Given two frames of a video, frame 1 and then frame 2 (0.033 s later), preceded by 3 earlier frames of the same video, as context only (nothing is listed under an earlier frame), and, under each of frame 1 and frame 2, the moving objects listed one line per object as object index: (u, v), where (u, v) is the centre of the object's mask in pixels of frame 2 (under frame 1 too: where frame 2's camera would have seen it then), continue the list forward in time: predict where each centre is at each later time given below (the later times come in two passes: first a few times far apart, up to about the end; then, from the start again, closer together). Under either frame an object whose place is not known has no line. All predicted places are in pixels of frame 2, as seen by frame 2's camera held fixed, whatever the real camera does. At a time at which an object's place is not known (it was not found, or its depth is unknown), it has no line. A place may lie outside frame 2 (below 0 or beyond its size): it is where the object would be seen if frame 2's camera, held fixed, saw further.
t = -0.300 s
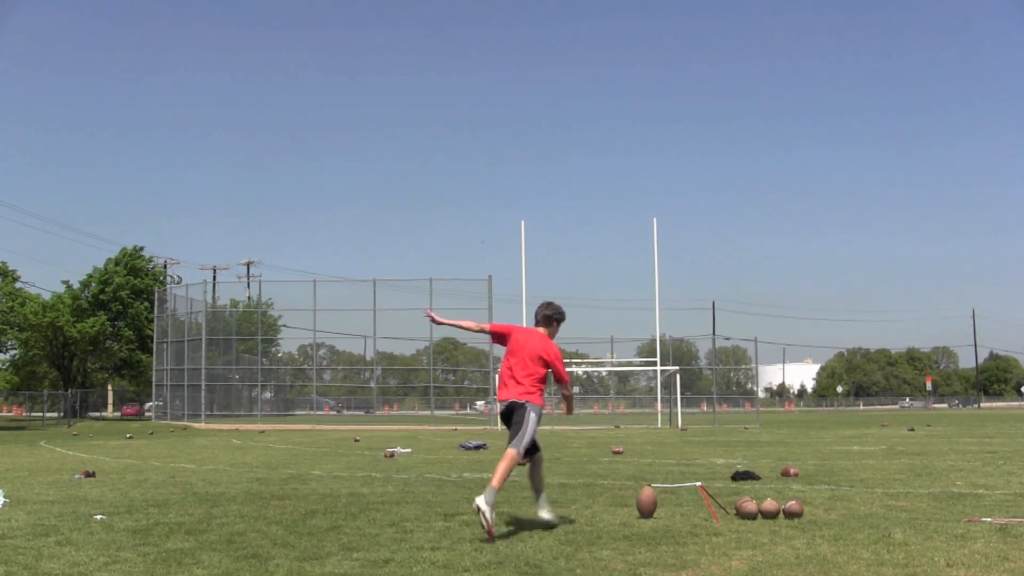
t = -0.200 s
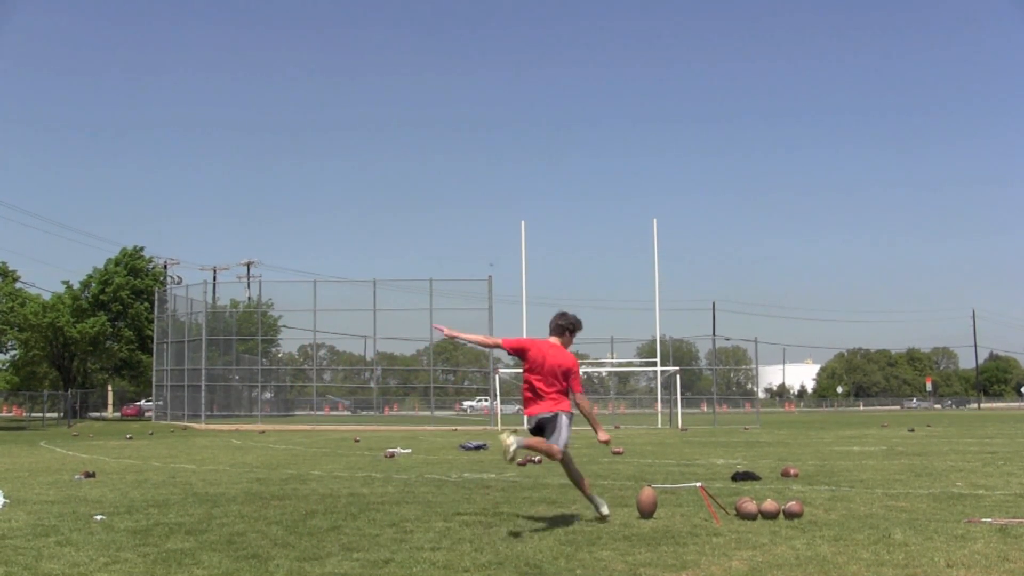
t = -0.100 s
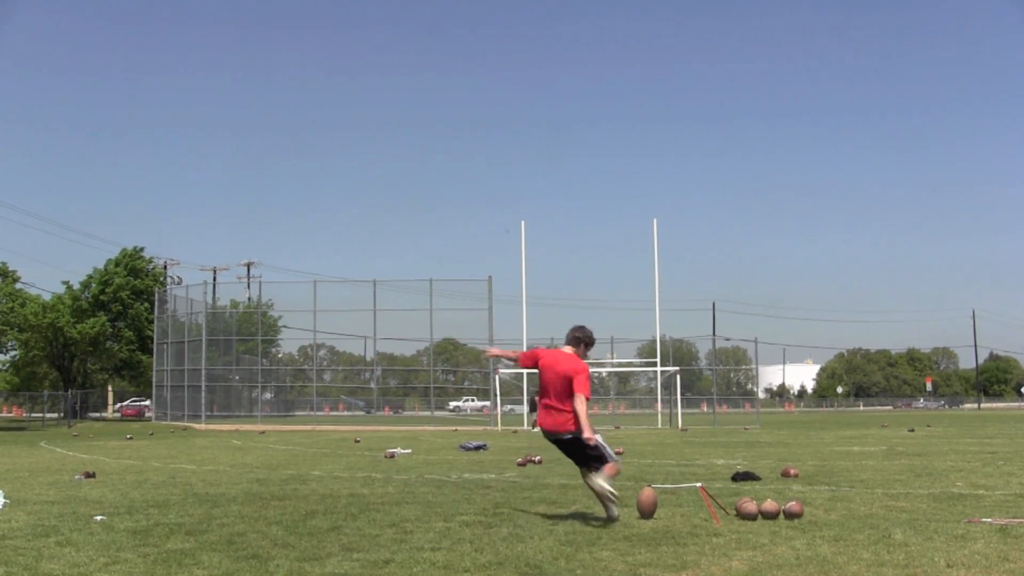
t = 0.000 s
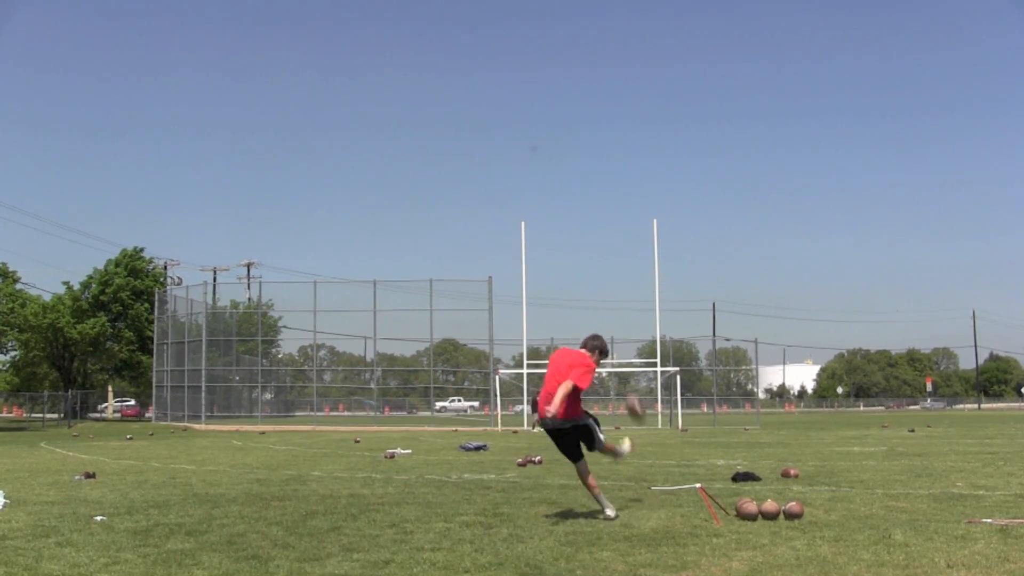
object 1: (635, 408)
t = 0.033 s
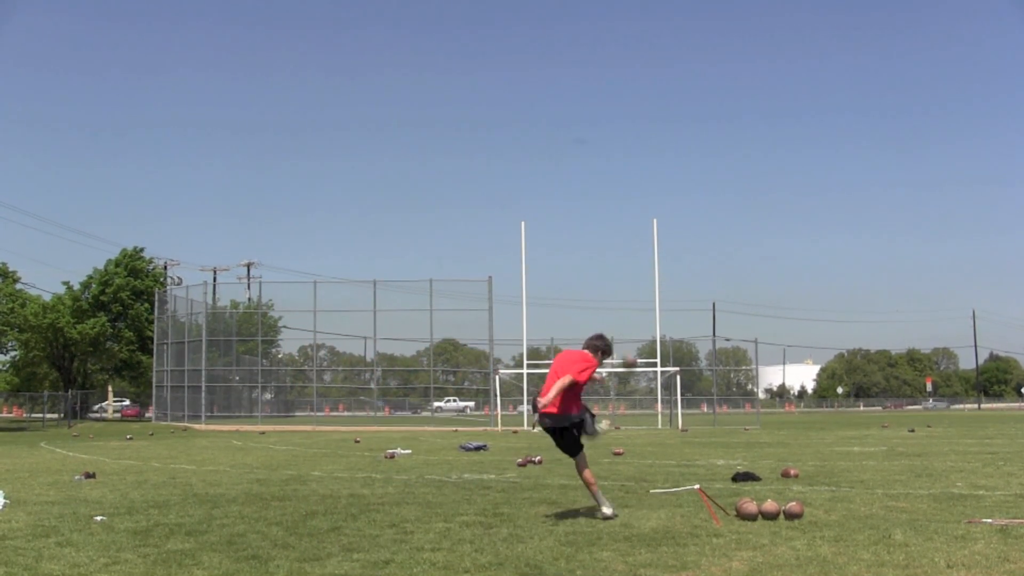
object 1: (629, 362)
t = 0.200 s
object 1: (607, 213)
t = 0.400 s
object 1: (594, 125)
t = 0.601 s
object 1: (586, 82)
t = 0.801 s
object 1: (580, 63)
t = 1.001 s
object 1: (574, 59)
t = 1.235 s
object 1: (565, 69)
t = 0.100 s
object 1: (618, 290)
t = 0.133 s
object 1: (614, 260)
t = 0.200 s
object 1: (607, 213)
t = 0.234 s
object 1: (604, 194)
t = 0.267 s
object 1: (602, 177)
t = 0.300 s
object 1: (600, 162)
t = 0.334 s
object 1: (597, 148)
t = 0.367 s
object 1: (596, 136)
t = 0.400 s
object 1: (594, 125)
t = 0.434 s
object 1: (592, 115)
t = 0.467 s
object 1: (591, 107)
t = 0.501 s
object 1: (590, 100)
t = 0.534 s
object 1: (588, 93)
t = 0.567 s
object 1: (587, 87)
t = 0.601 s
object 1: (586, 82)
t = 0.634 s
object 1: (585, 78)
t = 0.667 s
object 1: (584, 73)
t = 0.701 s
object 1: (583, 70)
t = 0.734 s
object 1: (582, 68)
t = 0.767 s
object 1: (581, 65)
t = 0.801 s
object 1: (580, 63)
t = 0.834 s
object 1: (579, 62)
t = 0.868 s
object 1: (578, 61)
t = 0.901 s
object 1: (577, 60)
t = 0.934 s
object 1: (576, 59)
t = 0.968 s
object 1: (575, 60)
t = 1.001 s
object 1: (574, 59)
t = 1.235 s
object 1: (565, 69)
